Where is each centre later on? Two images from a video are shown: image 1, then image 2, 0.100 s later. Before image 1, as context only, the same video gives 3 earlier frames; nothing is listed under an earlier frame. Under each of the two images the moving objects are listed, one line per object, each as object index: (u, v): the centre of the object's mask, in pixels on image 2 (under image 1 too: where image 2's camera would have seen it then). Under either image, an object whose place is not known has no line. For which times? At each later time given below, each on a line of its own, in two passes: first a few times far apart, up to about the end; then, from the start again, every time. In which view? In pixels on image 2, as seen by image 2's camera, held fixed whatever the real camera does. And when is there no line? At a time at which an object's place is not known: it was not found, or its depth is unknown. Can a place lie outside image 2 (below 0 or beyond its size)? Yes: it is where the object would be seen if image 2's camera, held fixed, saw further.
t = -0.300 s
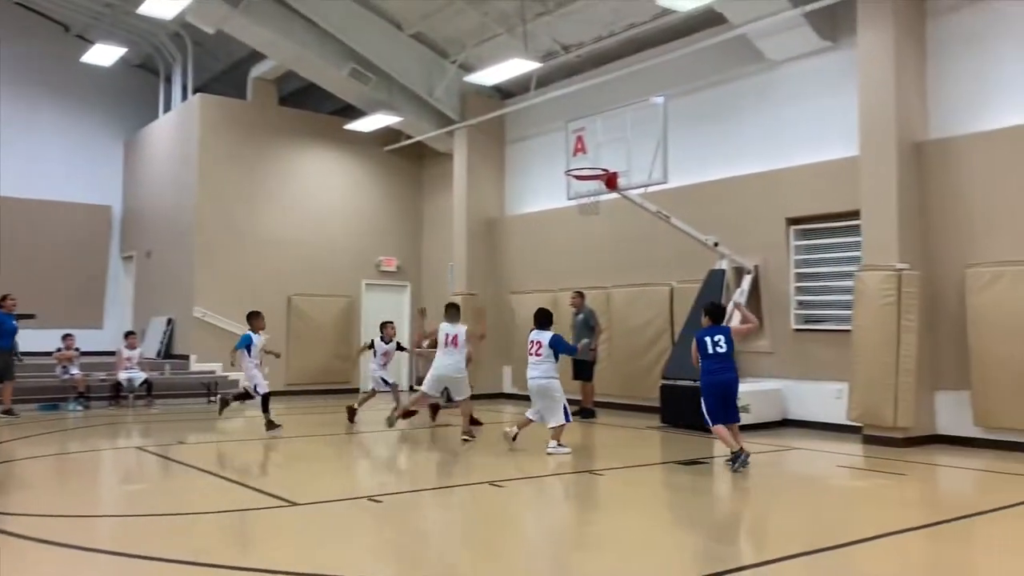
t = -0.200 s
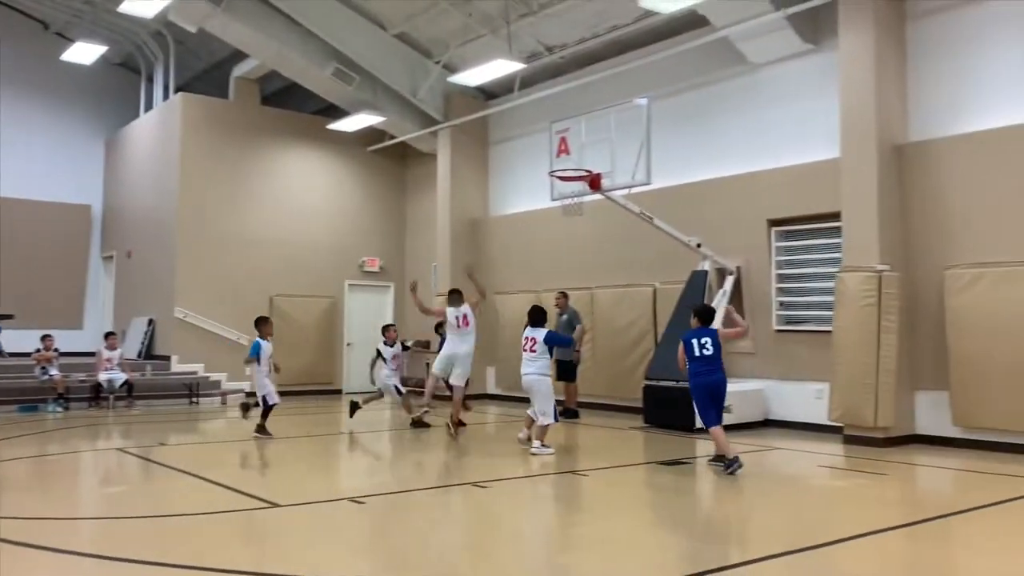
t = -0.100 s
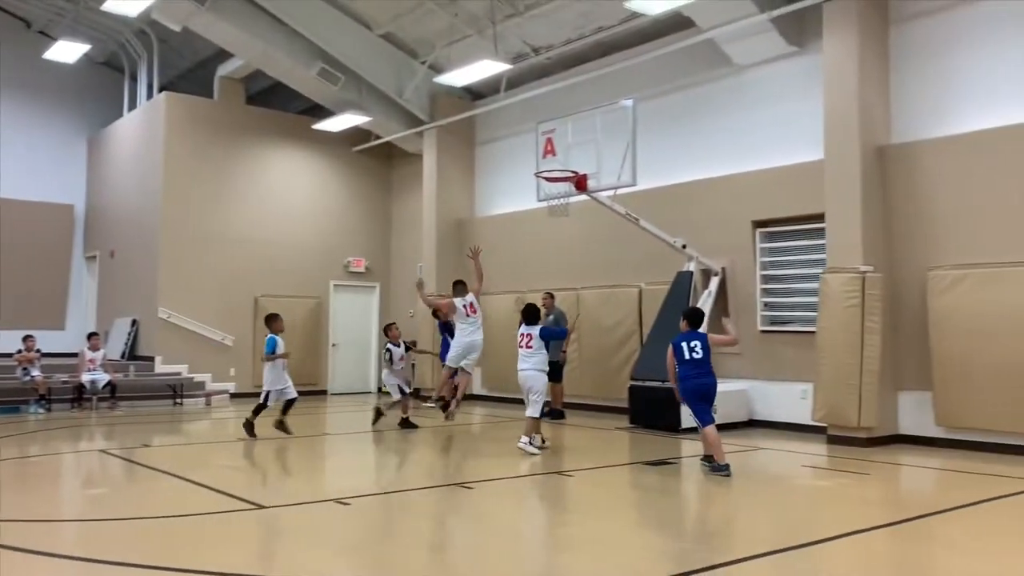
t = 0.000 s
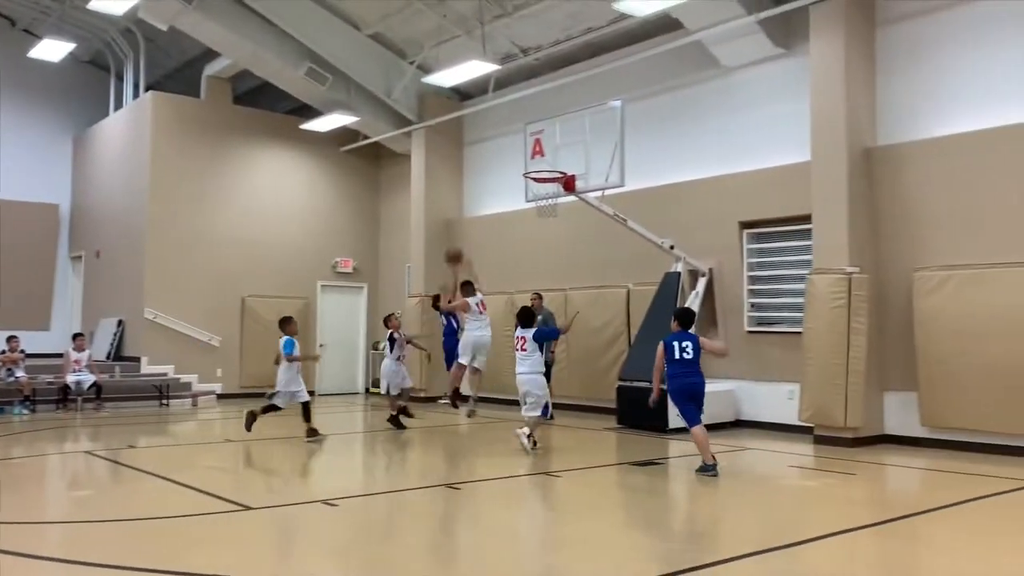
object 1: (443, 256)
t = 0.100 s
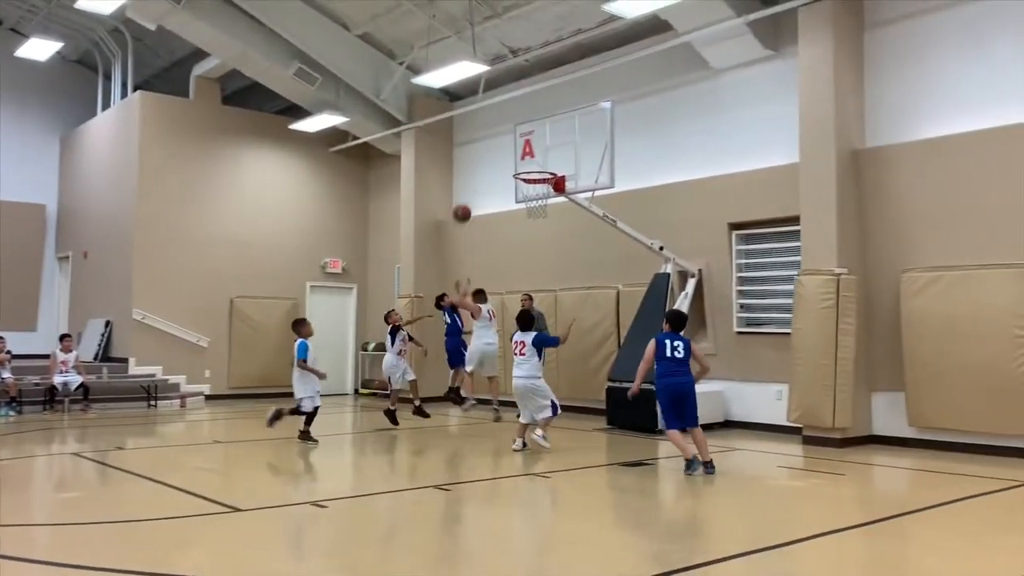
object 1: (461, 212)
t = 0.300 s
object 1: (498, 151)
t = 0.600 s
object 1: (520, 134)
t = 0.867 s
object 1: (521, 162)
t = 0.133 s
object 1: (467, 200)
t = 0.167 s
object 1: (474, 189)
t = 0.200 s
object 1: (480, 178)
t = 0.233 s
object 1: (486, 168)
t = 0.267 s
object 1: (492, 159)
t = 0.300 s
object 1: (498, 151)
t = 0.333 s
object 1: (504, 144)
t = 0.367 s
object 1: (510, 137)
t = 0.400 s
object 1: (517, 132)
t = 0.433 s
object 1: (519, 129)
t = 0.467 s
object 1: (519, 129)
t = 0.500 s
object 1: (519, 129)
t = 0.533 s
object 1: (520, 130)
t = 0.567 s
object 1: (520, 132)
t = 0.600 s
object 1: (520, 134)
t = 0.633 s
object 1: (520, 139)
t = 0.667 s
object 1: (520, 144)
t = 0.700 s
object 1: (520, 150)
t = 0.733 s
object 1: (520, 157)
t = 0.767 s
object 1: (521, 164)
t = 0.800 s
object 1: (521, 166)
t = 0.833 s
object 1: (521, 163)
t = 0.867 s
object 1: (521, 162)
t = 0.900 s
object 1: (521, 160)
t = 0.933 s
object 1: (521, 160)
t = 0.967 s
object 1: (521, 160)
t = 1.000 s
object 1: (521, 162)
